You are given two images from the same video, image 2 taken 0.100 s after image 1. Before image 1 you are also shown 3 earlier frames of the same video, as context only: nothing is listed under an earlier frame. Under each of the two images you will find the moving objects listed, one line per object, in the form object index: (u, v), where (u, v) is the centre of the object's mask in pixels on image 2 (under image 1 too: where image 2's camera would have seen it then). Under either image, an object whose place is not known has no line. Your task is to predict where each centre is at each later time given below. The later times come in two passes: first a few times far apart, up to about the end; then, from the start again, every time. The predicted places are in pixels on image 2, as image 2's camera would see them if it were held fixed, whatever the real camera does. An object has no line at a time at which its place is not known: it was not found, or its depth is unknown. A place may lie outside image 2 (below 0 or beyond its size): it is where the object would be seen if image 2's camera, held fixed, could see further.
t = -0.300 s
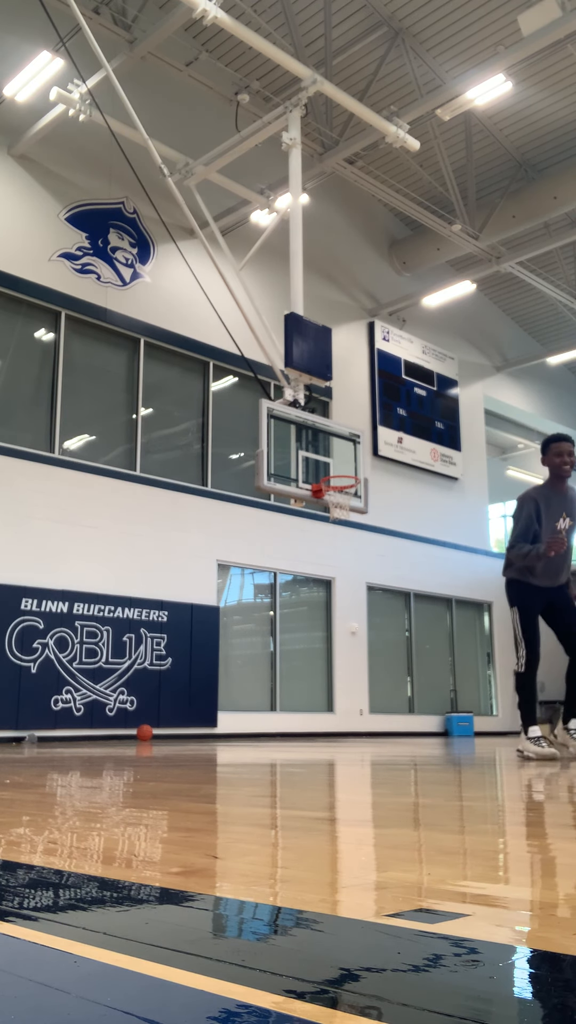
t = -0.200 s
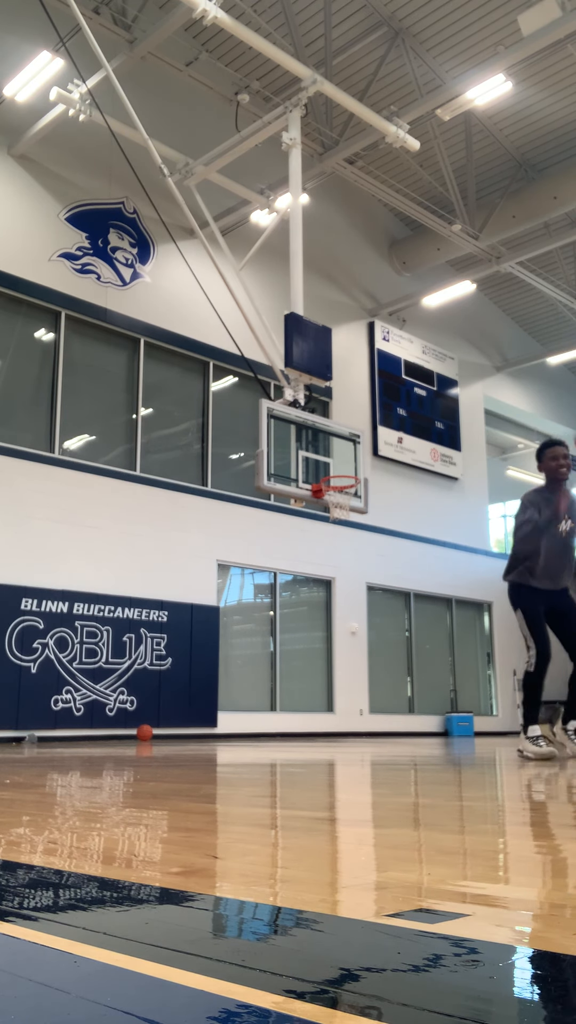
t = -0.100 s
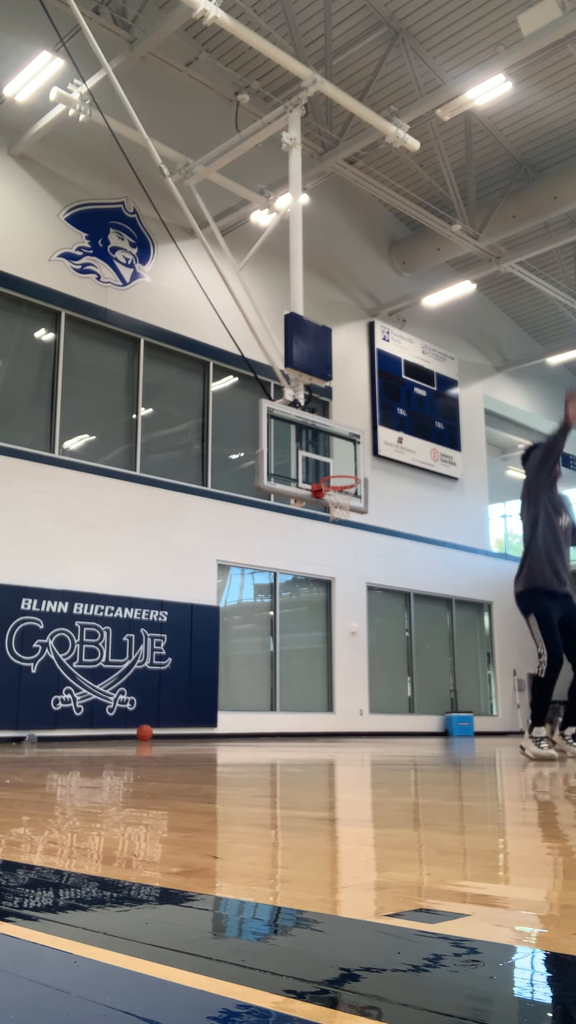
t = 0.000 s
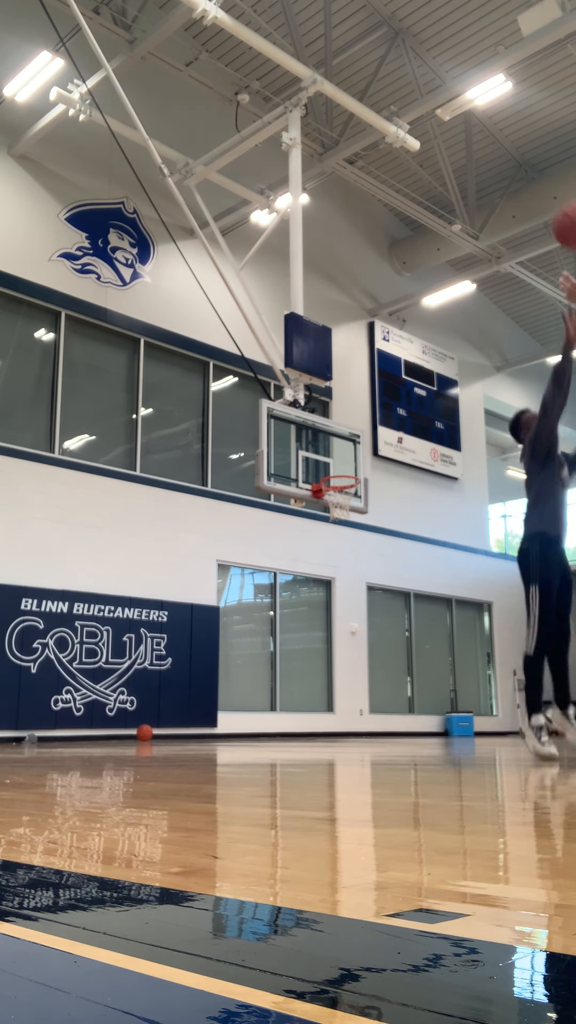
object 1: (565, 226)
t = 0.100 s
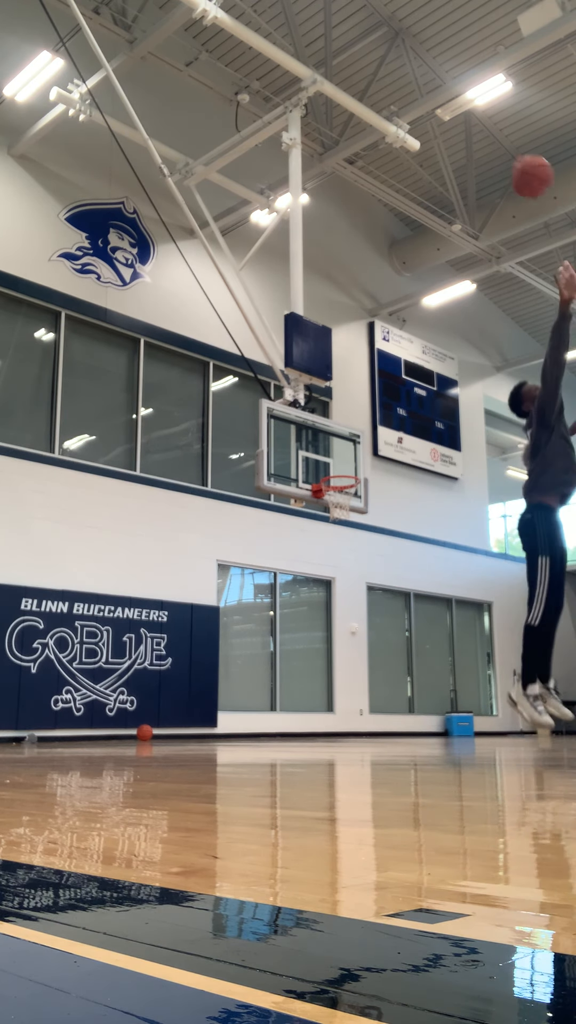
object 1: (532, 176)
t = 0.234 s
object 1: (488, 146)
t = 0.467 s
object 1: (436, 151)
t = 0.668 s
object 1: (406, 195)
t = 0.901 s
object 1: (380, 280)
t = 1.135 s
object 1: (359, 390)
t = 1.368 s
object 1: (343, 525)
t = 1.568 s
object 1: (331, 658)
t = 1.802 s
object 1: (326, 672)
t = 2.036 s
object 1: (329, 595)
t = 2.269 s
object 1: (332, 562)
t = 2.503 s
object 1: (335, 568)
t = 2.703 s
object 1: (337, 600)
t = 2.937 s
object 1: (341, 668)
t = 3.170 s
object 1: (345, 707)
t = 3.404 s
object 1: (345, 658)
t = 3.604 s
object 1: (346, 645)
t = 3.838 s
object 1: (348, 660)
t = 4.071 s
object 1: (351, 706)
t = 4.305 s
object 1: (353, 702)
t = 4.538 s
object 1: (355, 682)
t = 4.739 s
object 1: (357, 689)
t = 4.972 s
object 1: (360, 723)
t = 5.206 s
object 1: (361, 706)
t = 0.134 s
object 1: (519, 166)
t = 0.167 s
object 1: (509, 158)
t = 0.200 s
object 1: (498, 151)
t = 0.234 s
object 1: (488, 146)
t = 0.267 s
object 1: (479, 143)
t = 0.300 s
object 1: (471, 141)
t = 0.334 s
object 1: (462, 141)
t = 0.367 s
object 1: (456, 142)
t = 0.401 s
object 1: (449, 144)
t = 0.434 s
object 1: (442, 147)
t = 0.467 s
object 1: (436, 151)
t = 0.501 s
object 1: (430, 156)
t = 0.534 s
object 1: (425, 162)
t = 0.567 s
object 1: (421, 169)
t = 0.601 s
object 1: (415, 178)
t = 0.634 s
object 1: (410, 185)
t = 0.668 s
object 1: (406, 195)
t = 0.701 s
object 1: (402, 205)
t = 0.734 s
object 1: (398, 217)
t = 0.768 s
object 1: (394, 228)
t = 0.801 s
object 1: (390, 240)
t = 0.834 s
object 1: (386, 252)
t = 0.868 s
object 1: (384, 266)
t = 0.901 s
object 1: (380, 280)
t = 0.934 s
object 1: (376, 294)
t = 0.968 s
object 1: (373, 309)
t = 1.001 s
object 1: (371, 324)
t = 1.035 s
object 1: (368, 340)
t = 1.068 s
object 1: (365, 356)
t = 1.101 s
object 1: (363, 373)
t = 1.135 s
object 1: (359, 390)
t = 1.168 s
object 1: (357, 408)
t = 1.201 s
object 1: (355, 427)
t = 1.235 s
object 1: (352, 445)
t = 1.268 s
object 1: (350, 465)
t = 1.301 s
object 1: (348, 485)
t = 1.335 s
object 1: (346, 504)
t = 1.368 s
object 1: (343, 525)
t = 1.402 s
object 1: (341, 546)
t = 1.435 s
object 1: (339, 567)
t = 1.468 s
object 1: (337, 589)
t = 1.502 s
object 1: (335, 611)
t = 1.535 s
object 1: (333, 634)
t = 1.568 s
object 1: (331, 658)
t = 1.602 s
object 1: (329, 682)
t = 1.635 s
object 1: (327, 705)
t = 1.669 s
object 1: (326, 730)
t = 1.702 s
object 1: (325, 720)
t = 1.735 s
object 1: (326, 703)
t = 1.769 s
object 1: (326, 687)
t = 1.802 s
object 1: (326, 672)
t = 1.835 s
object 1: (327, 658)
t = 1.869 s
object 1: (327, 645)
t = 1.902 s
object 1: (328, 633)
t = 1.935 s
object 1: (328, 622)
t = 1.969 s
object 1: (328, 612)
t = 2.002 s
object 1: (329, 603)
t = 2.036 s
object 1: (329, 595)
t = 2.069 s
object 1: (329, 588)
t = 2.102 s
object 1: (330, 581)
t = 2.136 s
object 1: (330, 576)
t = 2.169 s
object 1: (330, 571)
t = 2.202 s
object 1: (331, 567)
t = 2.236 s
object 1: (331, 564)
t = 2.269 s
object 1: (332, 562)
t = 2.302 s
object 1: (332, 561)
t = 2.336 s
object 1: (332, 560)
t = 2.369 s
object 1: (333, 560)
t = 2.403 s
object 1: (333, 561)
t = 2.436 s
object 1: (334, 562)
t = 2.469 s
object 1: (334, 565)
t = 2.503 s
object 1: (335, 568)
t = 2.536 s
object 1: (335, 571)
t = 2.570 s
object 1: (336, 576)
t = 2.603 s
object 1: (336, 581)
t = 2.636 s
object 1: (337, 587)
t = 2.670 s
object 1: (337, 593)
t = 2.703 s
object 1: (337, 600)
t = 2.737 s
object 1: (338, 608)
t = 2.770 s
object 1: (338, 616)
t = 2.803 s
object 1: (339, 625)
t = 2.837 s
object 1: (340, 635)
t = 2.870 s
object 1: (341, 645)
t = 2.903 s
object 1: (341, 657)
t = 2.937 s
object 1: (341, 668)
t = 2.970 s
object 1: (342, 681)
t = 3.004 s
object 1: (343, 694)
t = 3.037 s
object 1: (343, 708)
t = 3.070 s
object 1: (344, 722)
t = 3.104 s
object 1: (345, 729)
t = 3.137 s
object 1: (345, 717)
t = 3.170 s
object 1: (345, 707)
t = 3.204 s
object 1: (345, 698)
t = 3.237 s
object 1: (345, 689)
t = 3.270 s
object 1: (345, 681)
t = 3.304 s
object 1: (345, 674)
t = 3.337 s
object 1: (345, 668)
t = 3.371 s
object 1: (345, 663)
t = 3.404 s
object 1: (345, 658)
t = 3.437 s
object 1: (345, 654)
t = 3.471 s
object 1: (345, 651)
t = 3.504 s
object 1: (346, 648)
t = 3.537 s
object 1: (346, 647)
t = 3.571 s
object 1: (346, 646)
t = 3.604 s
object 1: (346, 645)
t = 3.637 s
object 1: (347, 645)
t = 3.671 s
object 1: (347, 646)
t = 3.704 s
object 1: (347, 648)
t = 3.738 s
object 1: (347, 650)
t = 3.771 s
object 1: (348, 653)
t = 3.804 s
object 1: (348, 656)
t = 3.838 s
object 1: (348, 660)
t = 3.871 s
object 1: (349, 665)
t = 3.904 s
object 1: (349, 670)
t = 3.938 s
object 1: (349, 676)
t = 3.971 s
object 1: (350, 682)
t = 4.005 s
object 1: (350, 690)
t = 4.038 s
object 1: (351, 697)
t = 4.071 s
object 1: (351, 706)
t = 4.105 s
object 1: (351, 715)
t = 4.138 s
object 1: (351, 724)
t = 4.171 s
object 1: (352, 730)
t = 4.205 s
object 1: (352, 722)
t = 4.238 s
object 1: (352, 714)
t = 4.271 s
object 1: (353, 708)
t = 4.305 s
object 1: (353, 702)
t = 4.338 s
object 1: (353, 697)
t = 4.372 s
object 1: (354, 693)
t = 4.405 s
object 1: (354, 690)
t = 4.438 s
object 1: (354, 687)
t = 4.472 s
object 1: (354, 684)
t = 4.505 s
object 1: (355, 683)
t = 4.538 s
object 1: (355, 682)
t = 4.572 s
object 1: (355, 682)
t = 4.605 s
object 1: (355, 682)
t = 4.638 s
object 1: (356, 683)
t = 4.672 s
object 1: (356, 684)
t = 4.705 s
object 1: (357, 686)
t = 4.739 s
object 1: (357, 689)
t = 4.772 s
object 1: (357, 692)
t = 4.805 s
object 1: (358, 696)
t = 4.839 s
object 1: (358, 700)
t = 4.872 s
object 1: (359, 705)
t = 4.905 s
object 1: (359, 711)
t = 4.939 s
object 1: (360, 717)
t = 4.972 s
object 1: (360, 723)
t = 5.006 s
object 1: (360, 731)
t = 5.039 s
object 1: (361, 725)
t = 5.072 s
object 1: (361, 720)
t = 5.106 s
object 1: (361, 716)
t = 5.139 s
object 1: (361, 712)
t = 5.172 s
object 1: (361, 708)
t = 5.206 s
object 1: (361, 706)
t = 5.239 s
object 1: (361, 704)
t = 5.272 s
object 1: (362, 702)
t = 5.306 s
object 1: (362, 701)
